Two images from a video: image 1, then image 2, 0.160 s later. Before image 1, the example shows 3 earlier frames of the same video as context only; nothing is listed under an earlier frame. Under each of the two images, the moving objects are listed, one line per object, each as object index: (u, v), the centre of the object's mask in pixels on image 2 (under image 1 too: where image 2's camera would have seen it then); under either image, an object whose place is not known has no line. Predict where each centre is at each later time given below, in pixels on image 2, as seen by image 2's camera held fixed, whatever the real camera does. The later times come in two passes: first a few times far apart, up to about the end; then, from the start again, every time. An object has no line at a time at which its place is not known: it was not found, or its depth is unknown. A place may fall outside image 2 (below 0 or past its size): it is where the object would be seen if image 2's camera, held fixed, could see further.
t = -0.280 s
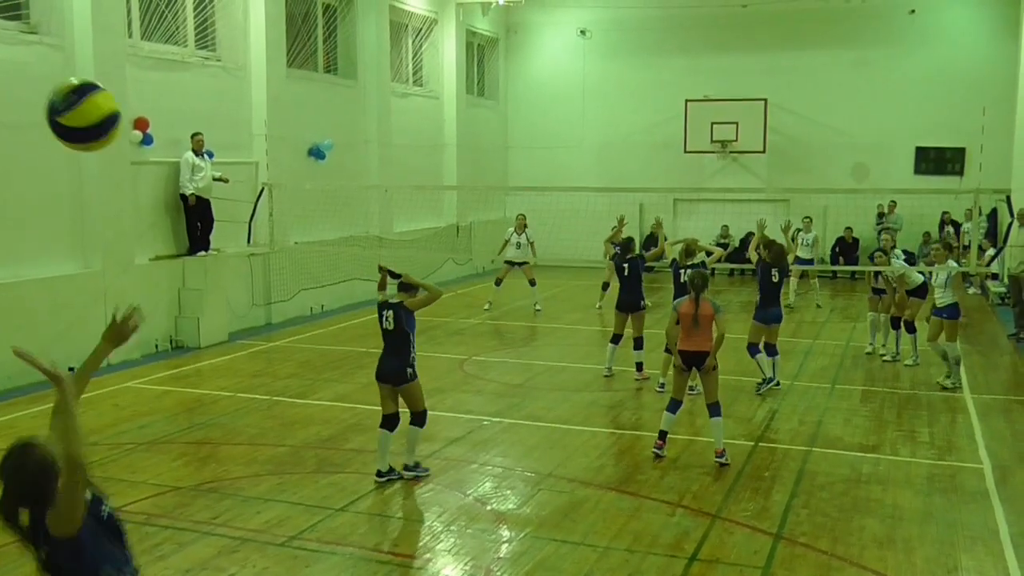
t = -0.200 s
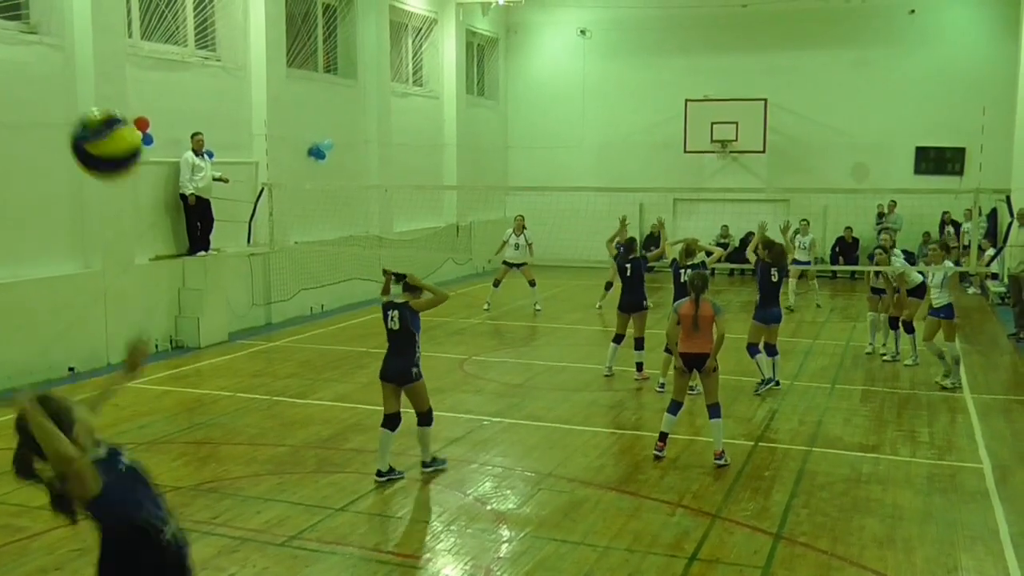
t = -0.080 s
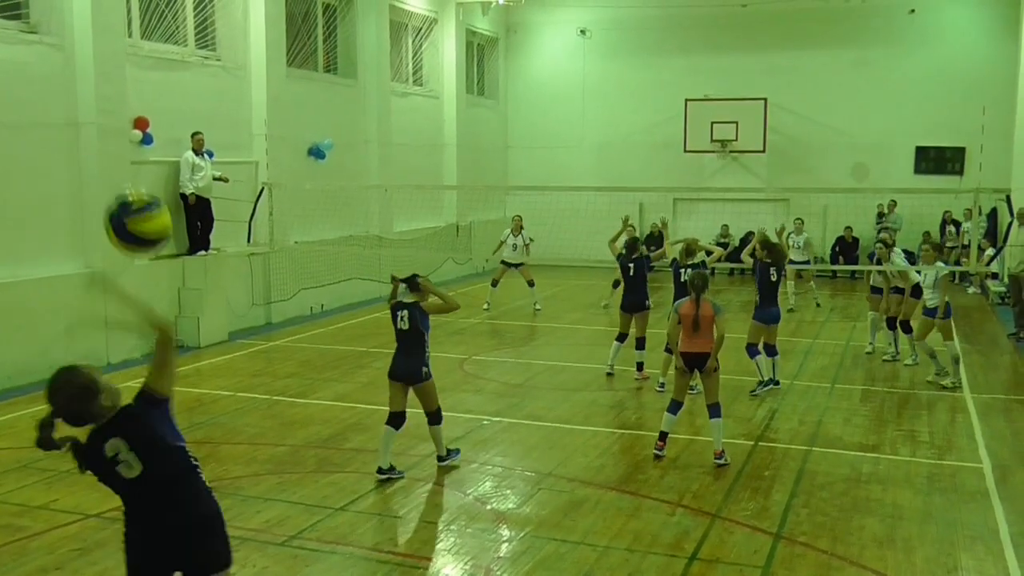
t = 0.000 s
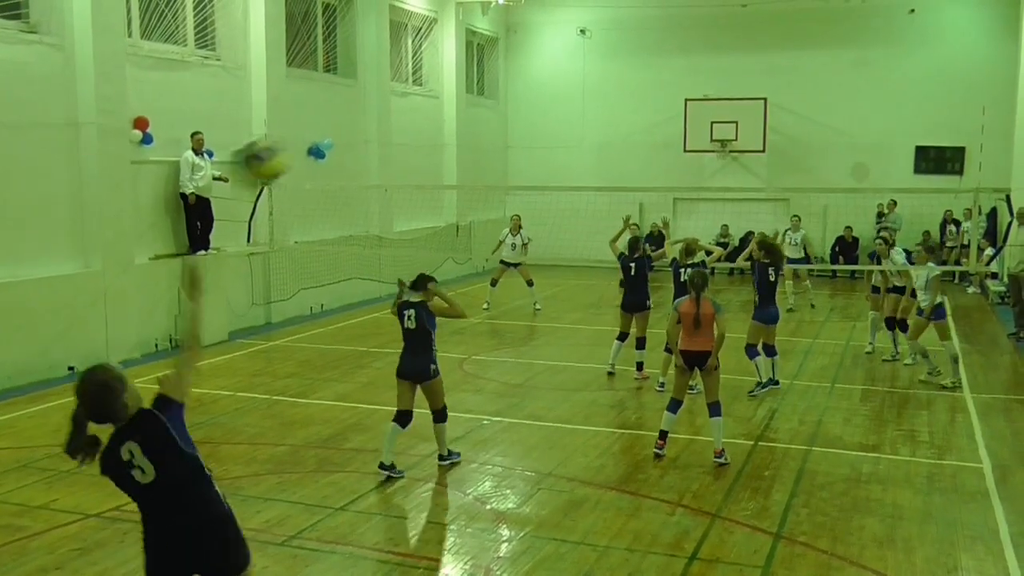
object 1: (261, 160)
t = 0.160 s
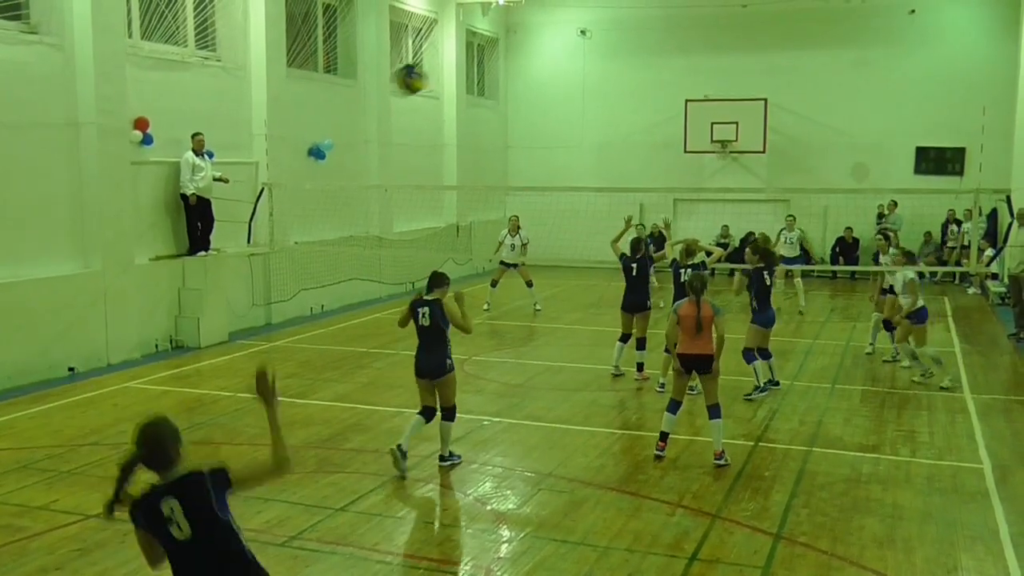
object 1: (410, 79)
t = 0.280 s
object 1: (463, 63)
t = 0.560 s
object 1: (521, 78)
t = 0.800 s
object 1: (532, 122)
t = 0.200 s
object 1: (433, 70)
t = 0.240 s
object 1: (449, 65)
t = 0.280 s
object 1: (463, 63)
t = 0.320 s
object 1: (476, 62)
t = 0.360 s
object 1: (488, 62)
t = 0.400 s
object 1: (496, 62)
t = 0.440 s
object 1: (504, 65)
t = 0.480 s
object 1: (511, 68)
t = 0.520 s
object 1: (517, 73)
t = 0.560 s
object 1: (521, 78)
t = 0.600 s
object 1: (524, 85)
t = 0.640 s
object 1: (527, 91)
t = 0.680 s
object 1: (529, 98)
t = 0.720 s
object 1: (530, 106)
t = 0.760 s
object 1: (531, 114)
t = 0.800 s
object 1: (532, 122)
